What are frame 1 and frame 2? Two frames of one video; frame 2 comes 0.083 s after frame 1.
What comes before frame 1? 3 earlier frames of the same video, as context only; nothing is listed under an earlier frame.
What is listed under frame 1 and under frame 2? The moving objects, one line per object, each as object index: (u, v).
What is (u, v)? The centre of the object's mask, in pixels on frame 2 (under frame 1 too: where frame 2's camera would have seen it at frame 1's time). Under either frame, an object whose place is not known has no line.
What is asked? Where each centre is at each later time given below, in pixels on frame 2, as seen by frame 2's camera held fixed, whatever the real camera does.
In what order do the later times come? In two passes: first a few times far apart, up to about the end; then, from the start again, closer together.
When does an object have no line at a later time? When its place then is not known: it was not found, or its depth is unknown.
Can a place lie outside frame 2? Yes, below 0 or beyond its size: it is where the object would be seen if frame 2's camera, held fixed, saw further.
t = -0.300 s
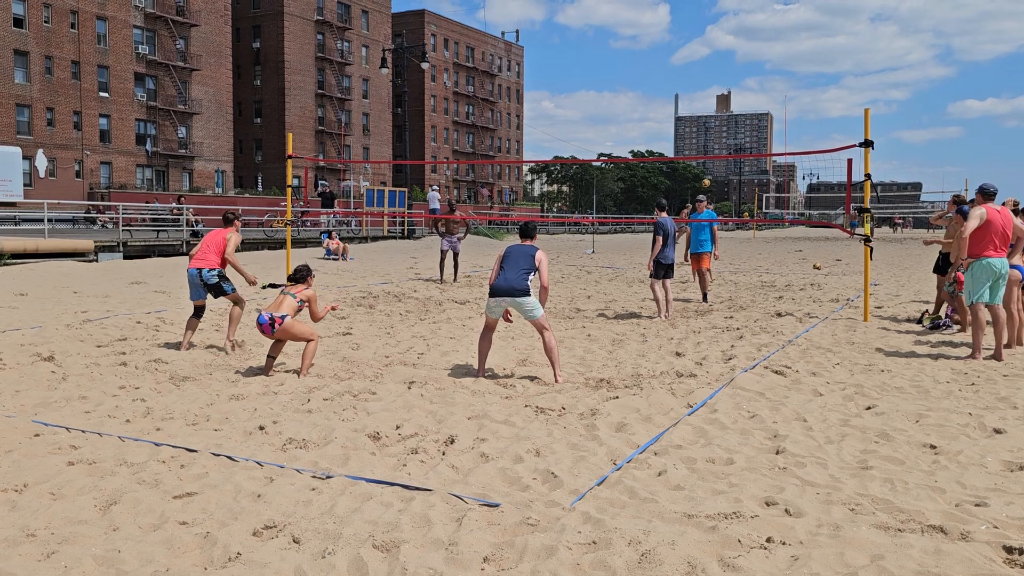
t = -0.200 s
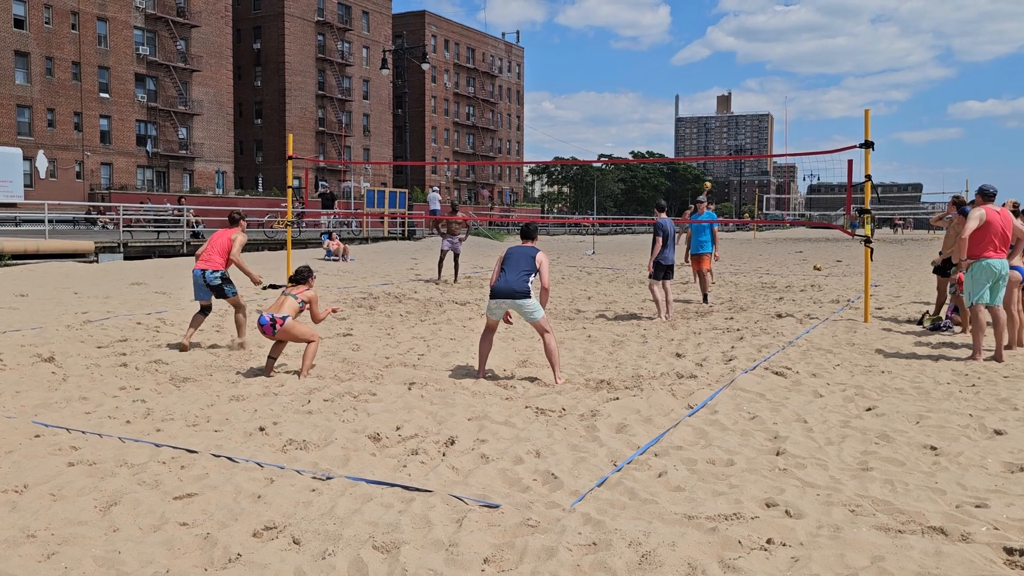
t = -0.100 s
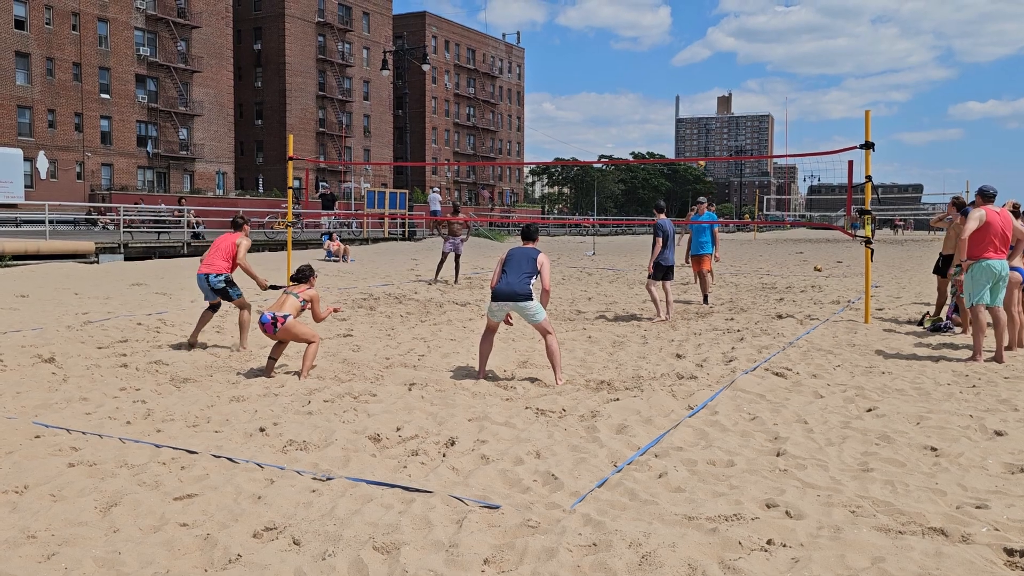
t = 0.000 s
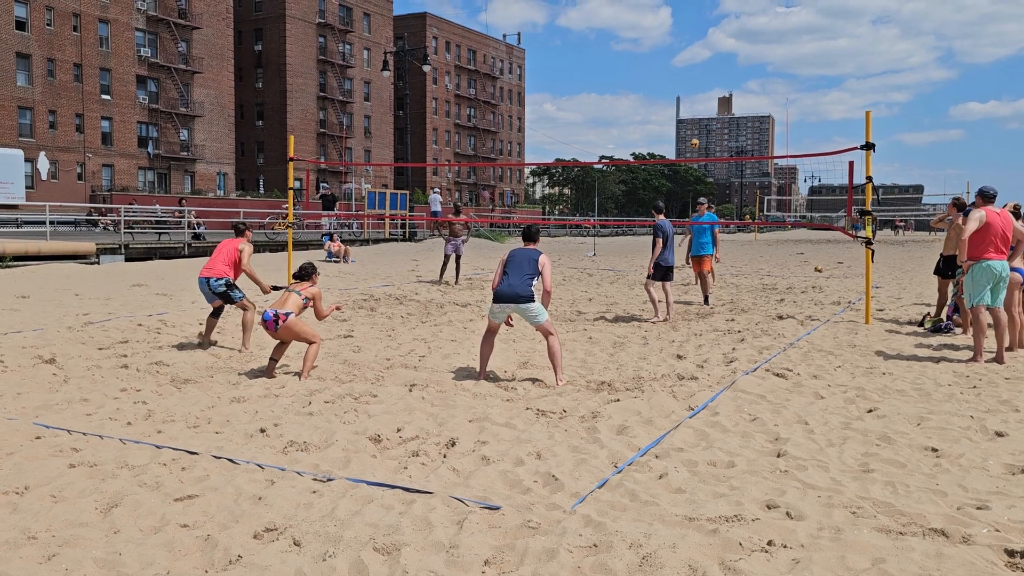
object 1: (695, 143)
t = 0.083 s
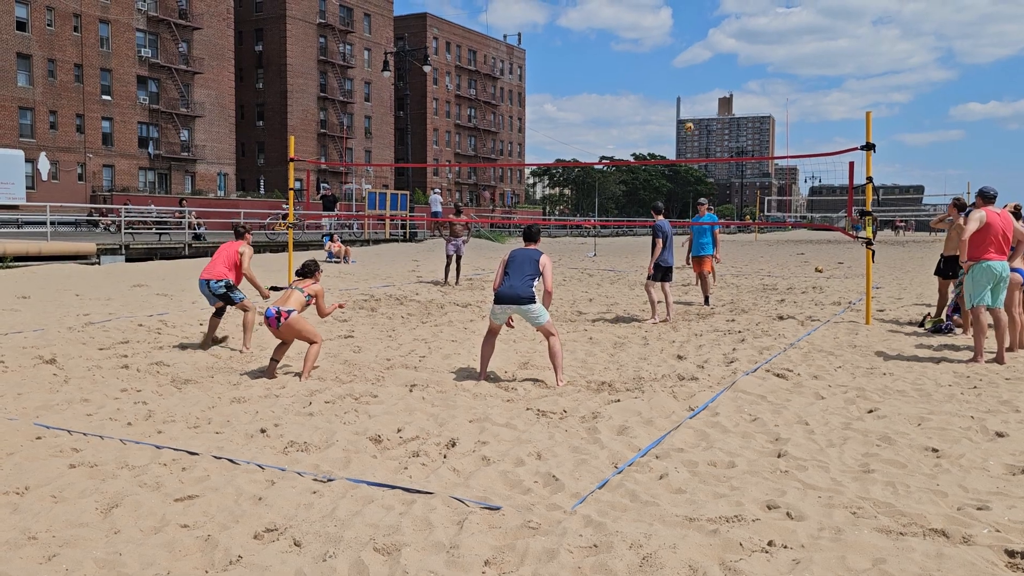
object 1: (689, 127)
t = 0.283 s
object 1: (672, 91)
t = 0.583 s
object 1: (632, 58)
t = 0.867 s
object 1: (589, 78)
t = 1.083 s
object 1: (549, 142)
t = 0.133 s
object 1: (685, 118)
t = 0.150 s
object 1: (683, 115)
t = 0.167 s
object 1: (683, 112)
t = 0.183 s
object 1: (681, 108)
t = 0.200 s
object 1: (679, 105)
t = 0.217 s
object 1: (678, 102)
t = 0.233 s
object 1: (677, 100)
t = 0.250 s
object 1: (675, 97)
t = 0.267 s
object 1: (674, 94)
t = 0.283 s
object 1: (672, 91)
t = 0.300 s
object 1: (670, 88)
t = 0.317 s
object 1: (668, 86)
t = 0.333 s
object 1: (666, 83)
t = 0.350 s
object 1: (665, 81)
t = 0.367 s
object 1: (662, 78)
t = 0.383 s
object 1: (660, 76)
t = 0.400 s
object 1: (659, 74)
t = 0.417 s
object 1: (656, 72)
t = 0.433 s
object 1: (654, 70)
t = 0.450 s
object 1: (652, 68)
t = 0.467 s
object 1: (650, 66)
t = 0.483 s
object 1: (648, 64)
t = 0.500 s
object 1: (645, 63)
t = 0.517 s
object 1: (643, 61)
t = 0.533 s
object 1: (640, 60)
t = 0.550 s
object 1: (638, 59)
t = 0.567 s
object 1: (635, 58)
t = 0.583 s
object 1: (632, 58)
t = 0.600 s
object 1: (630, 57)
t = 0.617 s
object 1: (627, 57)
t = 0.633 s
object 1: (625, 57)
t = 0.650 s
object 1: (622, 57)
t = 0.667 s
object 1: (620, 57)
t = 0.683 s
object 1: (617, 58)
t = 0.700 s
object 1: (614, 59)
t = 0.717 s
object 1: (612, 59)
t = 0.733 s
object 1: (609, 61)
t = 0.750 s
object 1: (606, 62)
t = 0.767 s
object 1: (604, 64)
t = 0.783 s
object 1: (602, 65)
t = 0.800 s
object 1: (599, 67)
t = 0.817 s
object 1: (597, 70)
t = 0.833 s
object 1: (594, 72)
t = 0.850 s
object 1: (591, 75)
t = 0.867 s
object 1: (589, 78)
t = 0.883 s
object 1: (586, 81)
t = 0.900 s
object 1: (584, 85)
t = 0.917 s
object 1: (581, 88)
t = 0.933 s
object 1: (578, 92)
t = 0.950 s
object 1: (575, 96)
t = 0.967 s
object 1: (572, 101)
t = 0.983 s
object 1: (569, 106)
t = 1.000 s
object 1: (566, 111)
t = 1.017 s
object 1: (563, 116)
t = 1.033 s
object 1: (559, 122)
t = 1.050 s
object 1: (556, 128)
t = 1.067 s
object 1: (552, 135)
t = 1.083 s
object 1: (549, 142)
